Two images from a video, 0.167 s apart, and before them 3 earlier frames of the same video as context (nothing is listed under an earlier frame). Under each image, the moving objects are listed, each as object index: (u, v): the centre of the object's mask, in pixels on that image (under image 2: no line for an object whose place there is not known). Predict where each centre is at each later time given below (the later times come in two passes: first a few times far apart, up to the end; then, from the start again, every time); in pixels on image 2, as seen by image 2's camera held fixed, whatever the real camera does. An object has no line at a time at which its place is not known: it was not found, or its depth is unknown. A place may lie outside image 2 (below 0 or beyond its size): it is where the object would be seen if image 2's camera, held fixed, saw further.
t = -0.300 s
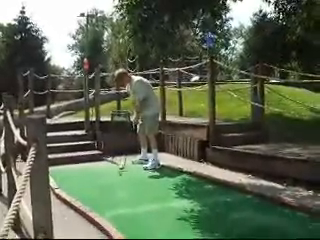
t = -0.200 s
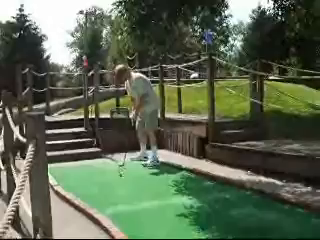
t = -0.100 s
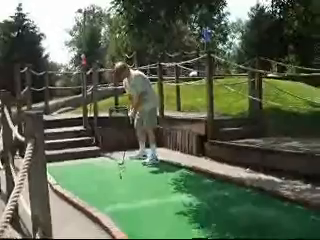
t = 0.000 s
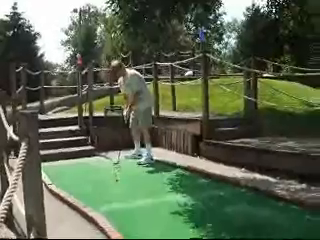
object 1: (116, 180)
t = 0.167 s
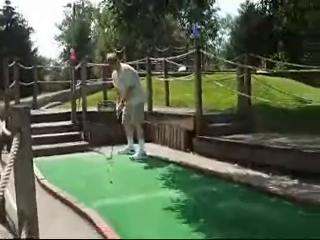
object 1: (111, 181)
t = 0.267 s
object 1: (114, 187)
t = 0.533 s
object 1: (117, 201)
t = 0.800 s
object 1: (122, 218)
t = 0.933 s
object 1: (126, 231)
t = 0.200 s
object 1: (111, 184)
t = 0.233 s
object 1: (113, 186)
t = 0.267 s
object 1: (114, 187)
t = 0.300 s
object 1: (113, 188)
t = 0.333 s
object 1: (114, 190)
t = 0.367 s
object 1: (114, 192)
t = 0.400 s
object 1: (115, 193)
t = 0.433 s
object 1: (116, 195)
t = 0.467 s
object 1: (116, 196)
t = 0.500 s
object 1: (116, 198)
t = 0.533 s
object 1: (117, 201)
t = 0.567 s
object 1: (118, 203)
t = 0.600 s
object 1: (118, 205)
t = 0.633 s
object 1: (119, 206)
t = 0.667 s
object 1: (119, 208)
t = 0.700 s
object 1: (121, 211)
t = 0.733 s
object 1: (121, 214)
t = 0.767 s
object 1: (122, 216)
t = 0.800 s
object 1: (122, 218)
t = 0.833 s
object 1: (123, 221)
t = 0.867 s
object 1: (124, 224)
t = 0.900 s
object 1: (125, 228)
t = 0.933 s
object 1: (126, 231)
